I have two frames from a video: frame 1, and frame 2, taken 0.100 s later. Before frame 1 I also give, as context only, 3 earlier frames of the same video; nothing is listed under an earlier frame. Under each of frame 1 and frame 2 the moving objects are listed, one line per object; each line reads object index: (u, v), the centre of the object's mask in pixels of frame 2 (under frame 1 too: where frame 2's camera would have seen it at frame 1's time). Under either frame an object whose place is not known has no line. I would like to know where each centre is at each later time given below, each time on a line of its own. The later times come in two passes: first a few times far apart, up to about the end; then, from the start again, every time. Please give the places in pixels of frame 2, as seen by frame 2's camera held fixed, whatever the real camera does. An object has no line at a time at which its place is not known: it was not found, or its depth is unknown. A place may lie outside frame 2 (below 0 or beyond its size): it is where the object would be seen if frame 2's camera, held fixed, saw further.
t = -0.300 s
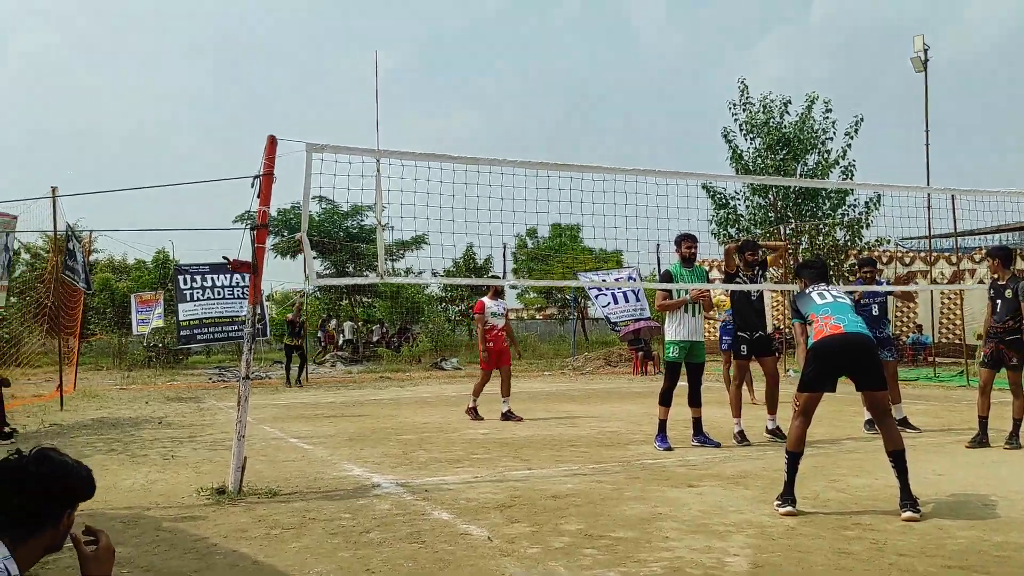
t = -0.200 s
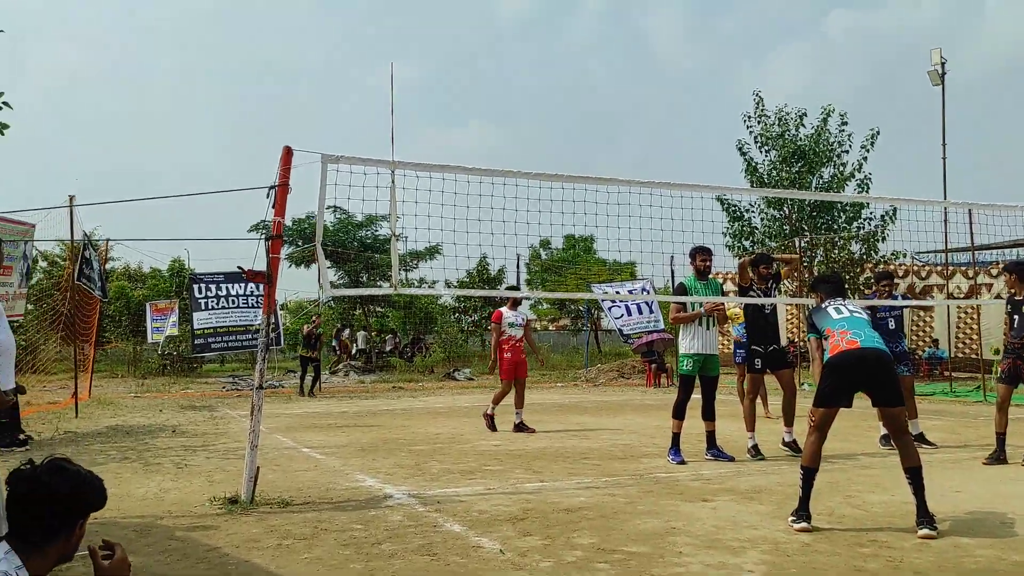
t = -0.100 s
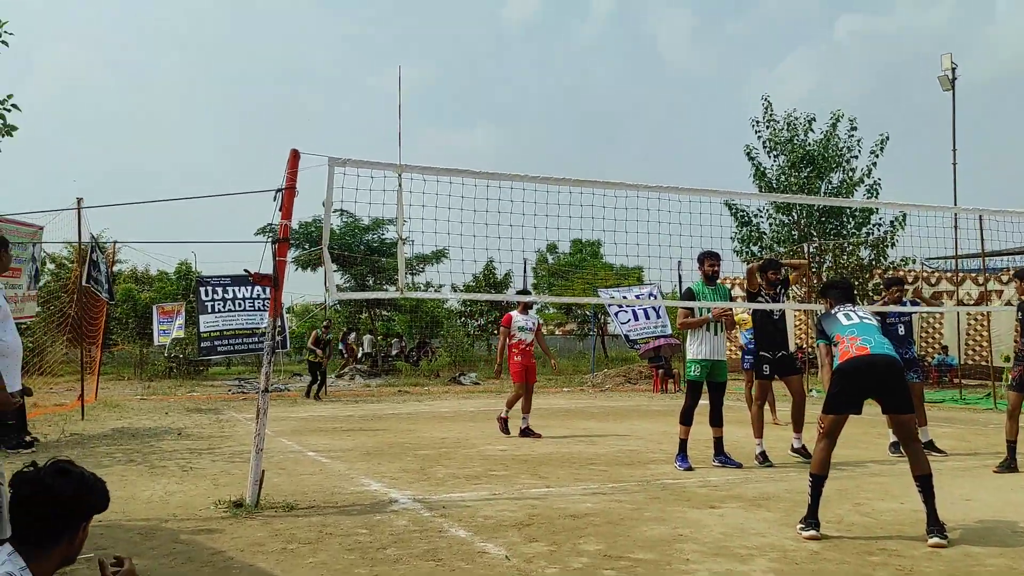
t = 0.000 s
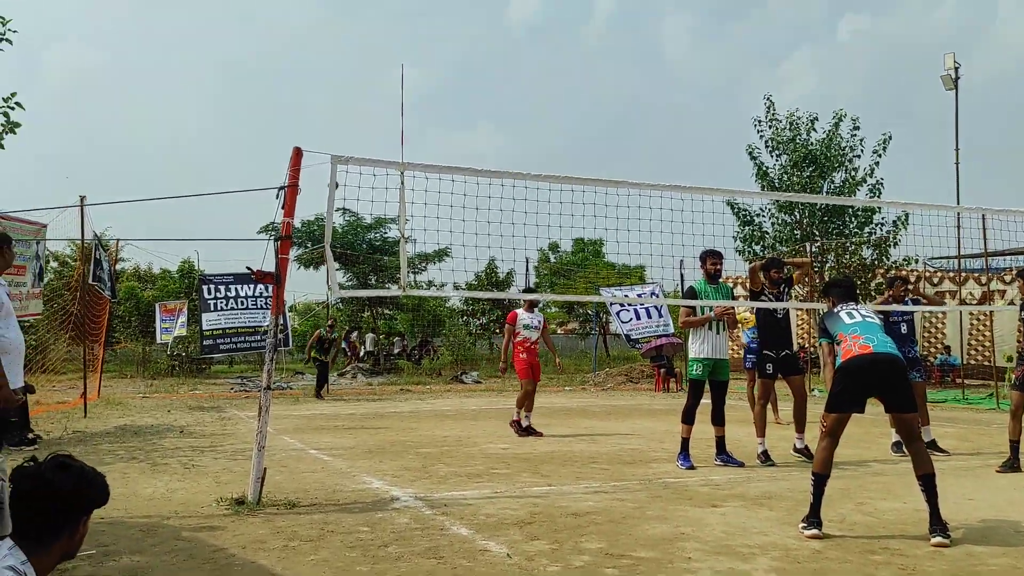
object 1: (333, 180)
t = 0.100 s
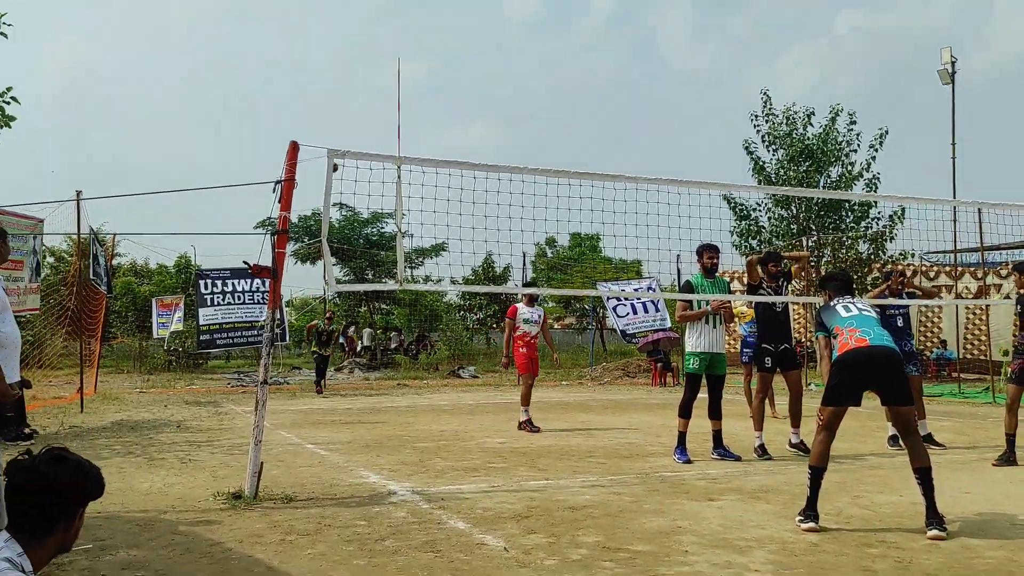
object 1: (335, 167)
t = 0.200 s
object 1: (337, 162)
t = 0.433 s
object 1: (343, 162)
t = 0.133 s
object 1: (336, 164)
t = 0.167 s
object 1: (337, 163)
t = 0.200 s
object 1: (337, 162)
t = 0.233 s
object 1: (337, 161)
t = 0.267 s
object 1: (338, 161)
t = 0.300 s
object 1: (338, 160)
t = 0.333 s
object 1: (340, 160)
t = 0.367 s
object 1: (341, 161)
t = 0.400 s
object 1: (342, 161)
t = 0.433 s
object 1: (343, 162)
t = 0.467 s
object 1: (344, 164)
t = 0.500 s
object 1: (345, 166)
